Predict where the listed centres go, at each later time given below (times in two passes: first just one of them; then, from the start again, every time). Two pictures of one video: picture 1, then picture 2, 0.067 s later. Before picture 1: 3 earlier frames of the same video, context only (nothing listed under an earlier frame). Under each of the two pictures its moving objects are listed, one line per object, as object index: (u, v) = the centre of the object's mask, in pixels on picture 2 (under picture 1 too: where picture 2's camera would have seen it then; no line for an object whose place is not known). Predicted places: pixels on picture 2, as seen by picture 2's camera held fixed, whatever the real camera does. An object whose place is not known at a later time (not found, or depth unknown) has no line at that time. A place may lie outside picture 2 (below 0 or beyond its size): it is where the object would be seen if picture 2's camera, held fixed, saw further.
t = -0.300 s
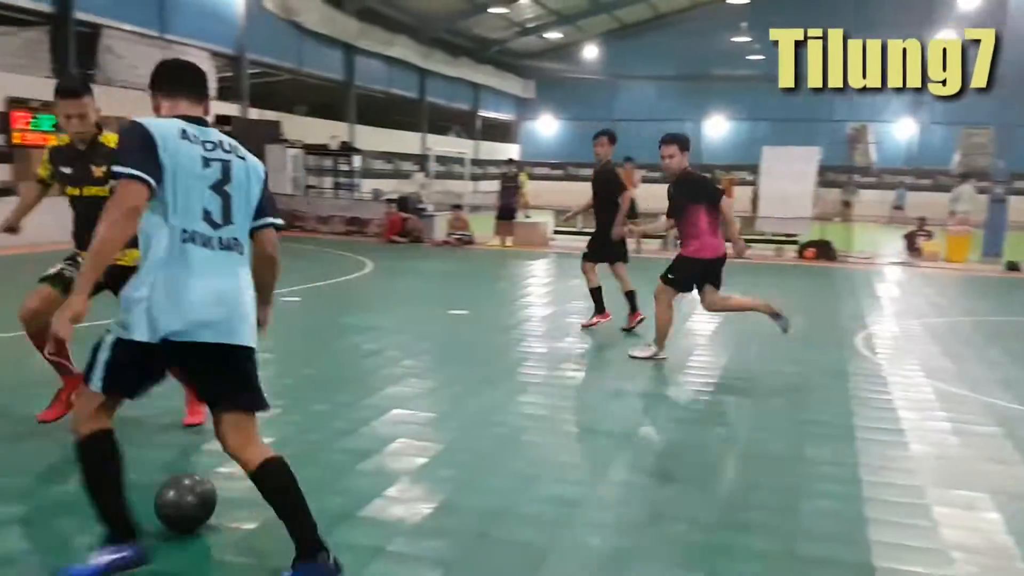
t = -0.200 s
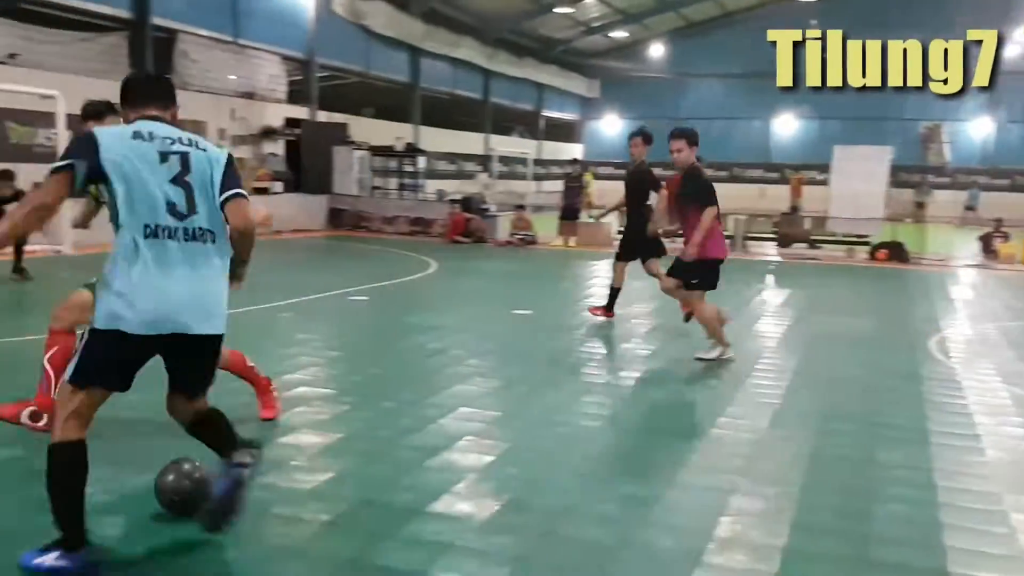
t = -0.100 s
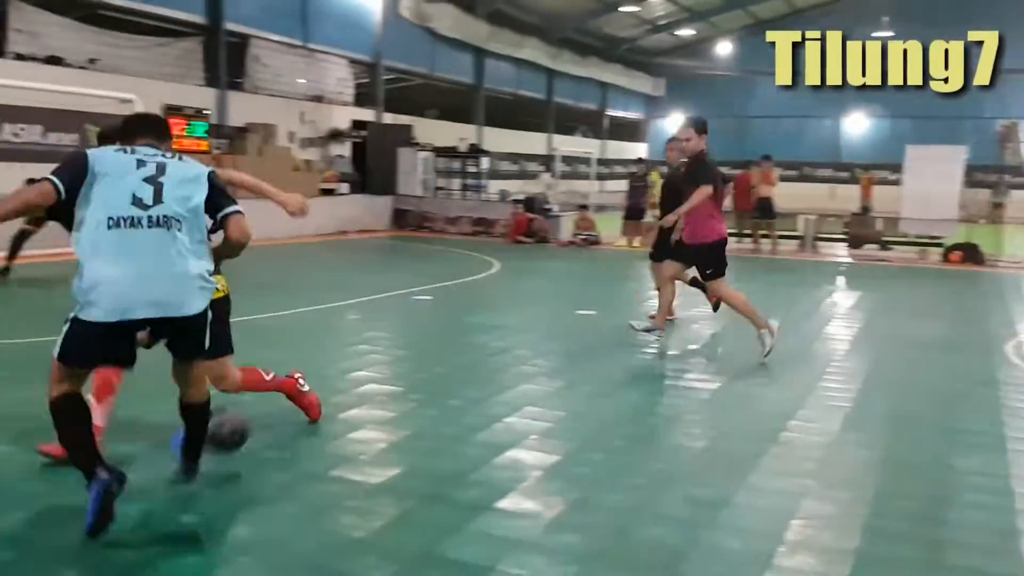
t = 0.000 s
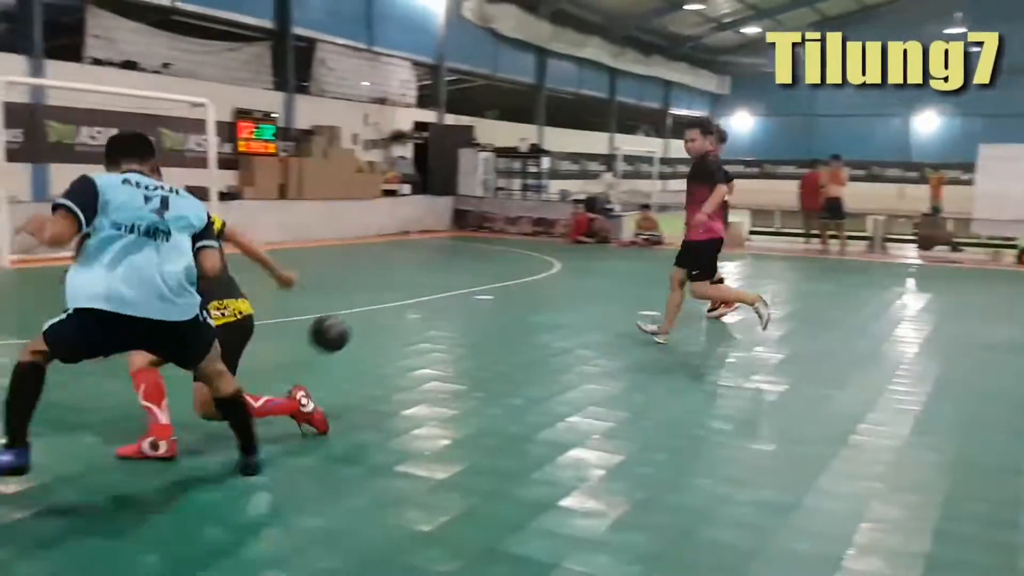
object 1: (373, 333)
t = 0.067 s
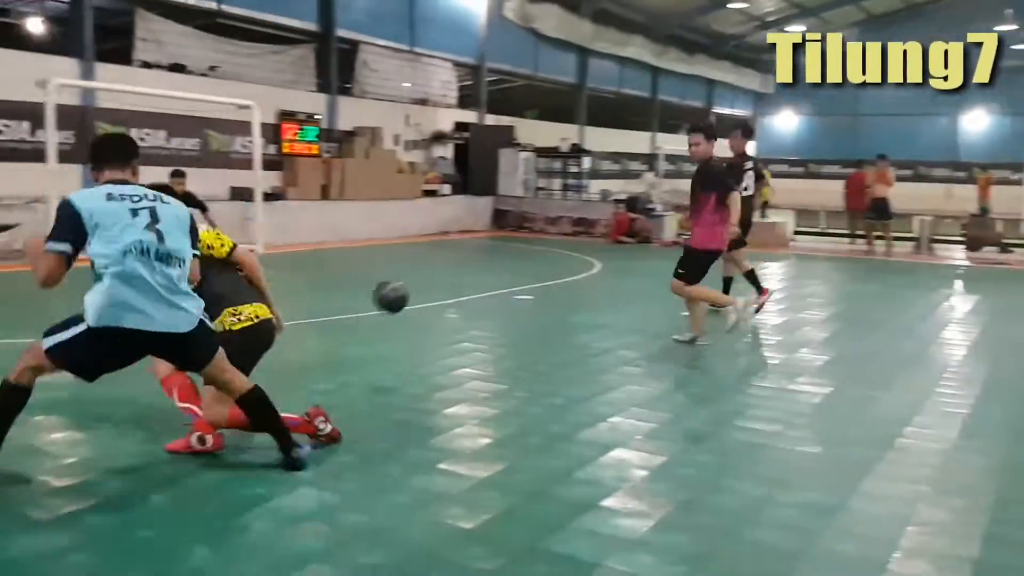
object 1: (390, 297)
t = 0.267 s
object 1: (429, 254)
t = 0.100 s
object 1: (398, 284)
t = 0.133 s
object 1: (405, 273)
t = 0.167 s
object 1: (412, 265)
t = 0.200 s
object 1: (418, 259)
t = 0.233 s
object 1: (424, 255)
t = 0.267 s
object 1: (429, 254)
